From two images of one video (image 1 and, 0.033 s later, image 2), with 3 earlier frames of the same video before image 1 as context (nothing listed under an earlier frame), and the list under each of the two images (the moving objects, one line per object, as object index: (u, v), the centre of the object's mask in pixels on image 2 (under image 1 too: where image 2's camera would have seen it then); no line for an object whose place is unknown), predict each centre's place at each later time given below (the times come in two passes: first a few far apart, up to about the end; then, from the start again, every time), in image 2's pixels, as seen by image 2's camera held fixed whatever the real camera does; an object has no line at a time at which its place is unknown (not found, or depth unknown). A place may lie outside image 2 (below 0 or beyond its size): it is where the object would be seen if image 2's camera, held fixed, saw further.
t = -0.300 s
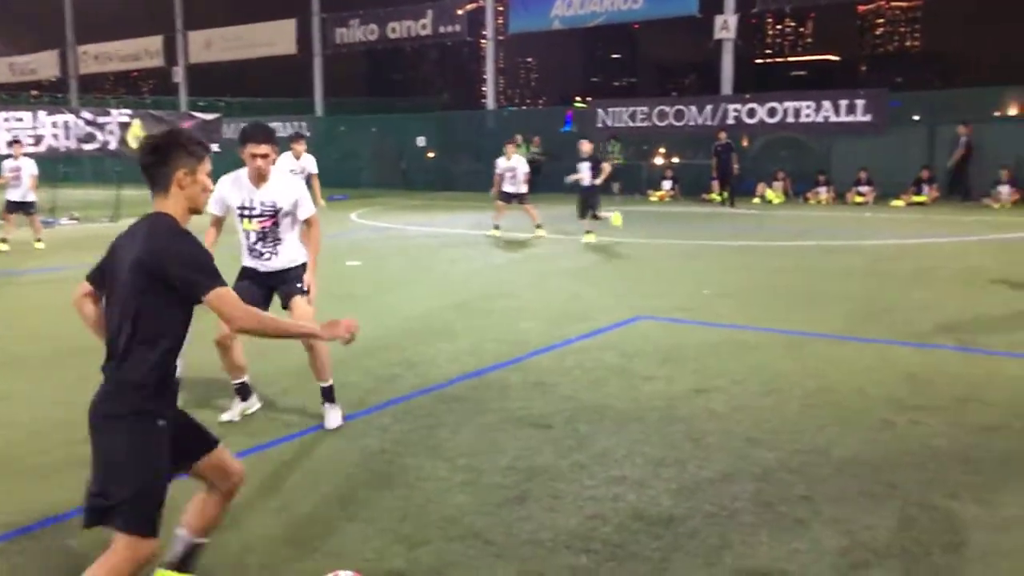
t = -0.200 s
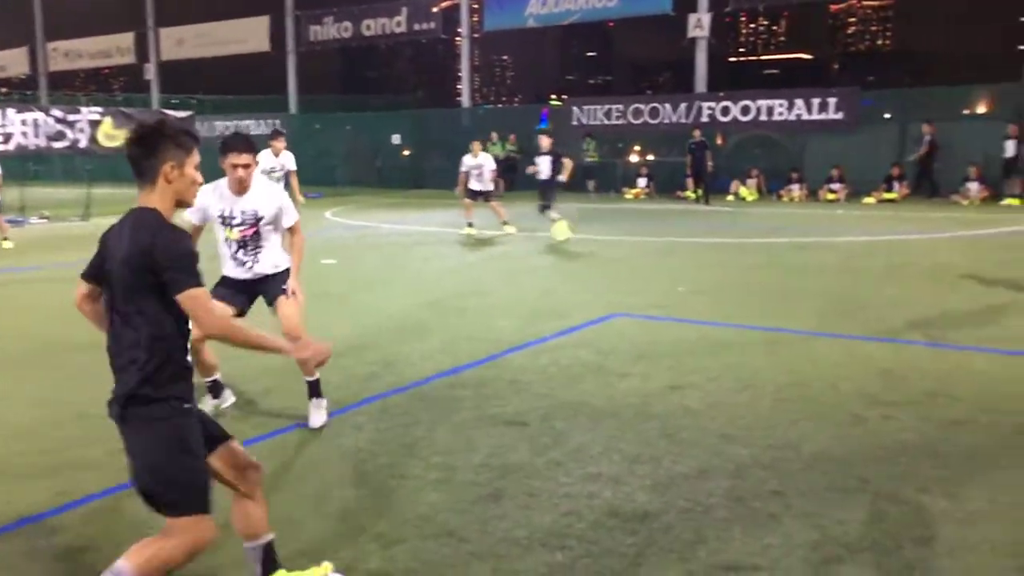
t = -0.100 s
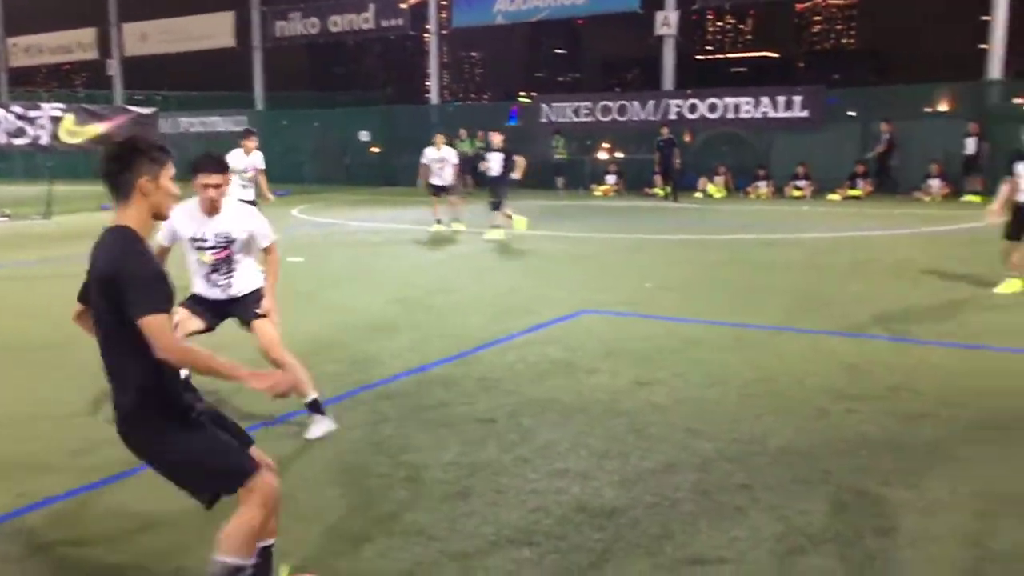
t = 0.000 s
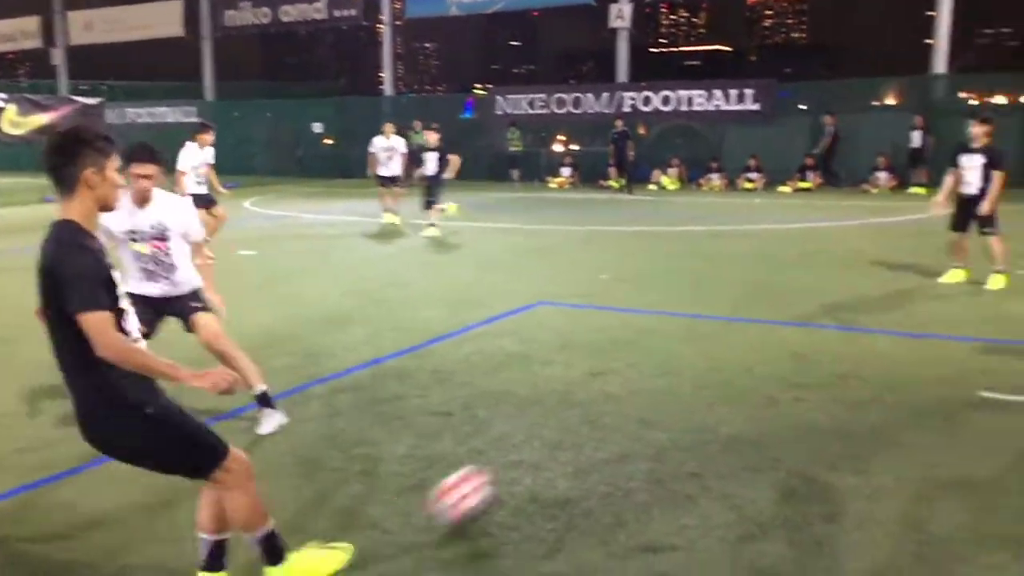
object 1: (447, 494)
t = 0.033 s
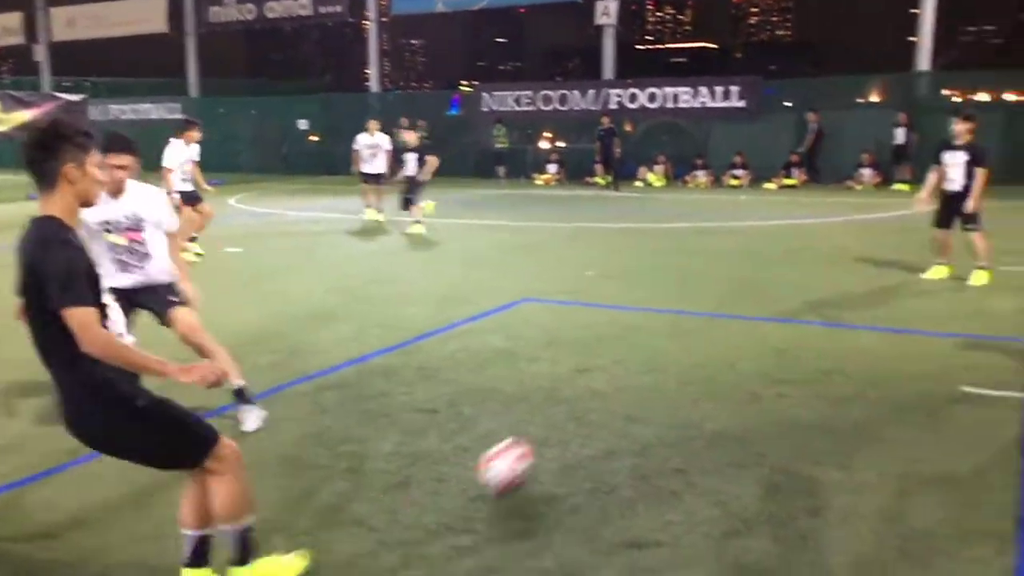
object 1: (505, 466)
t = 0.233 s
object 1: (716, 363)
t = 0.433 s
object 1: (817, 315)
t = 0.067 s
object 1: (556, 445)
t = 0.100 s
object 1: (598, 422)
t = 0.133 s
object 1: (635, 404)
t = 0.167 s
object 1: (667, 390)
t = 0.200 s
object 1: (693, 378)
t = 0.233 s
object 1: (716, 363)
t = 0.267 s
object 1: (739, 352)
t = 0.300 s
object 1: (758, 343)
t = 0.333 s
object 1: (775, 338)
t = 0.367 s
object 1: (791, 330)
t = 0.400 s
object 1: (805, 321)
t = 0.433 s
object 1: (817, 315)
